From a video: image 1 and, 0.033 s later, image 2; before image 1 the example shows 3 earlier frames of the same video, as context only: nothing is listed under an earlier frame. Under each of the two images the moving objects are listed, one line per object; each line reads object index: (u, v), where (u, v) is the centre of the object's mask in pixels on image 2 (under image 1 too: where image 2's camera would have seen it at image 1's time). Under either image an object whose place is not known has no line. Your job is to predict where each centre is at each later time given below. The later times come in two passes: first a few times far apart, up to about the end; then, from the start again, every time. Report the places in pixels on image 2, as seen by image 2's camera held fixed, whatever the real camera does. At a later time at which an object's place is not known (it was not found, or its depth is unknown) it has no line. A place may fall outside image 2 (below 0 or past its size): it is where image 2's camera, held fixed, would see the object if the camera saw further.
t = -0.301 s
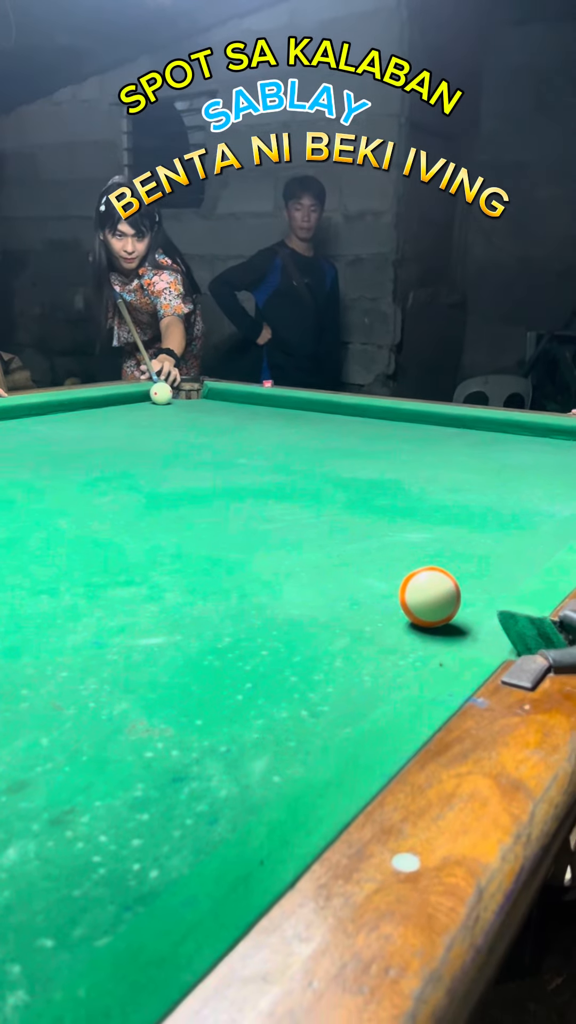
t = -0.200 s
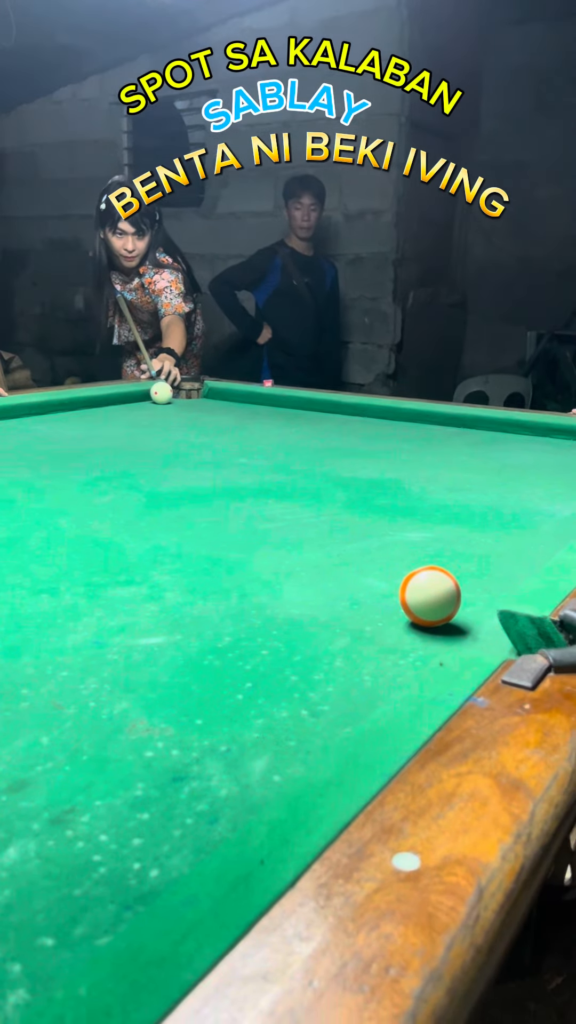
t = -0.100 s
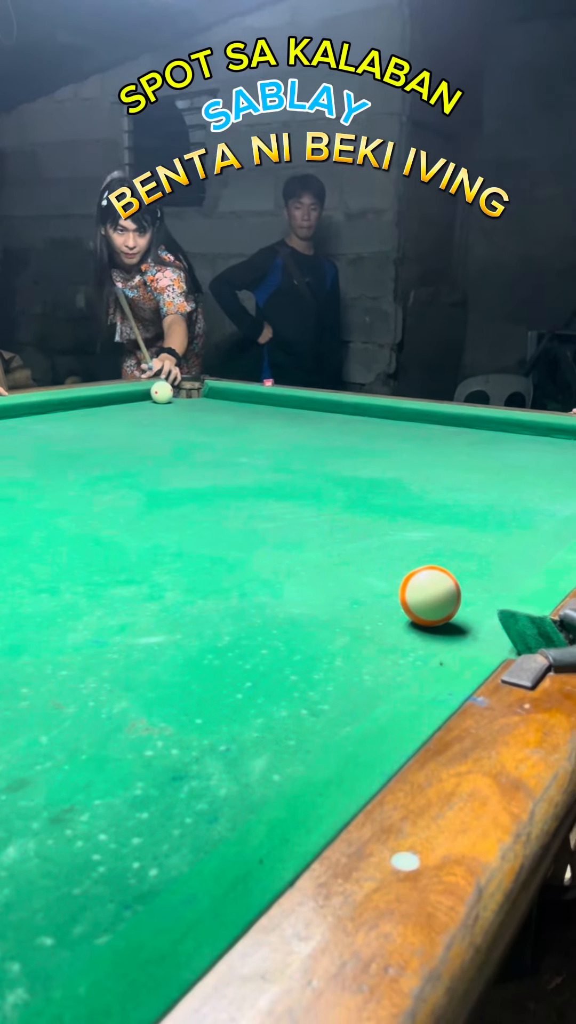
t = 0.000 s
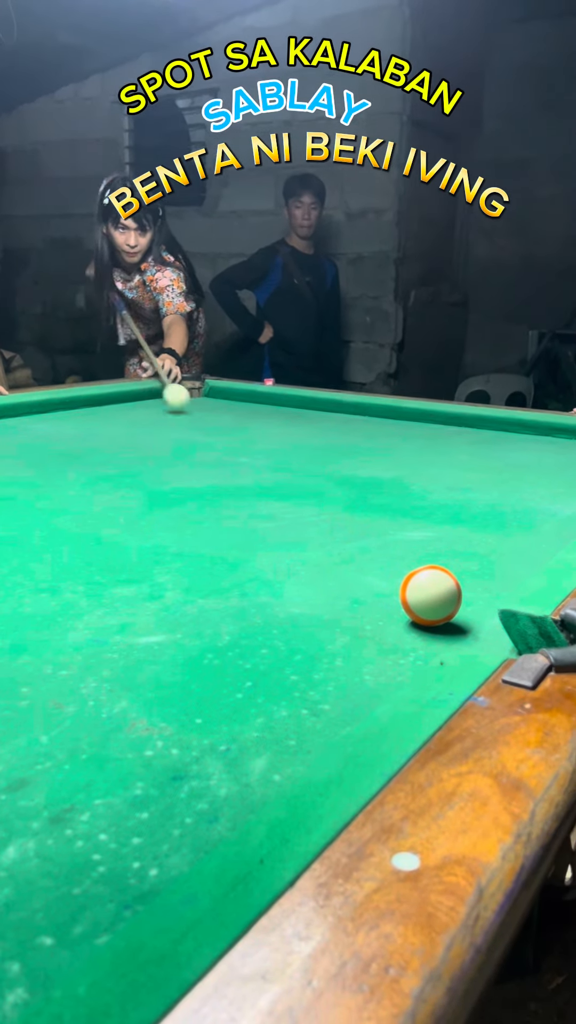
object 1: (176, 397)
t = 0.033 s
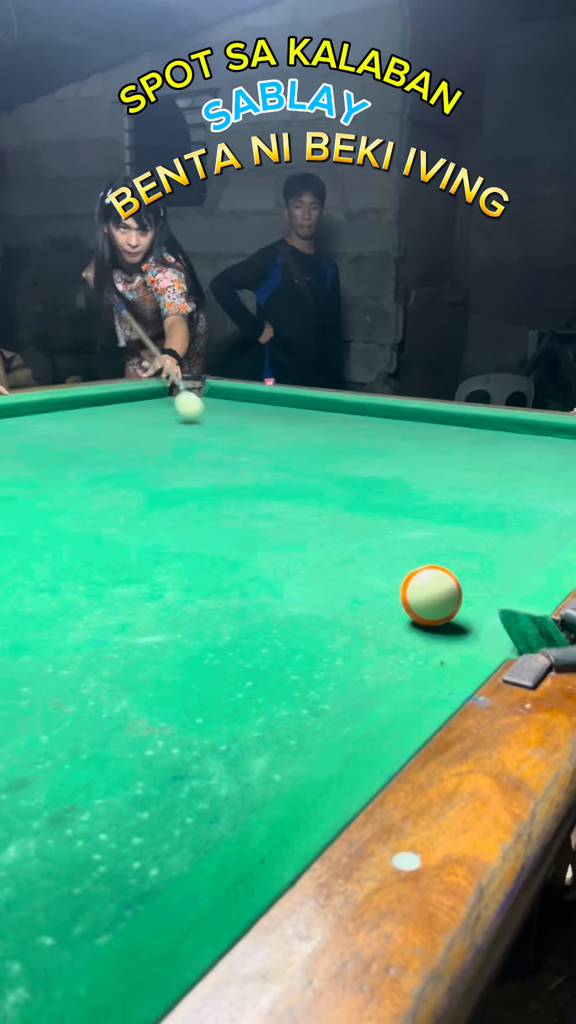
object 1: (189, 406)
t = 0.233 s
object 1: (311, 502)
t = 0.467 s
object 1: (488, 583)
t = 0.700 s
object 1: (419, 583)
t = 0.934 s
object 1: (364, 602)
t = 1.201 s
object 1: (296, 625)
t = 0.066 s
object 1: (202, 421)
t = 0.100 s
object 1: (218, 431)
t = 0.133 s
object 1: (235, 446)
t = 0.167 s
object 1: (257, 461)
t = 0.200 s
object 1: (281, 479)
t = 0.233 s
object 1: (311, 502)
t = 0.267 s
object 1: (345, 524)
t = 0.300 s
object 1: (388, 558)
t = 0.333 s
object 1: (419, 573)
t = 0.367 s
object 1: (436, 576)
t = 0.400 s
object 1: (453, 578)
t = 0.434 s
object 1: (471, 581)
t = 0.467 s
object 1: (488, 583)
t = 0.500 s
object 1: (487, 583)
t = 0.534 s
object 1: (472, 582)
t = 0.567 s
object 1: (459, 580)
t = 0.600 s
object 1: (447, 579)
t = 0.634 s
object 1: (436, 580)
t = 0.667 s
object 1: (427, 581)
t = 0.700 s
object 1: (419, 583)
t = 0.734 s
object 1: (412, 586)
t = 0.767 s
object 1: (404, 588)
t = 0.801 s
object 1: (396, 591)
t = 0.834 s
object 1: (389, 594)
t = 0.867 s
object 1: (380, 597)
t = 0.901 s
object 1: (373, 599)
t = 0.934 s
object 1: (364, 602)
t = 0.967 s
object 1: (356, 605)
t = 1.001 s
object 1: (348, 607)
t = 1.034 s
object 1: (339, 610)
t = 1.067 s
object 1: (331, 613)
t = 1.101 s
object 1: (323, 616)
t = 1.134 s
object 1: (314, 619)
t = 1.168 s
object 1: (305, 622)
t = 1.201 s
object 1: (296, 625)
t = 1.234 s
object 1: (287, 628)
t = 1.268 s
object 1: (279, 631)
